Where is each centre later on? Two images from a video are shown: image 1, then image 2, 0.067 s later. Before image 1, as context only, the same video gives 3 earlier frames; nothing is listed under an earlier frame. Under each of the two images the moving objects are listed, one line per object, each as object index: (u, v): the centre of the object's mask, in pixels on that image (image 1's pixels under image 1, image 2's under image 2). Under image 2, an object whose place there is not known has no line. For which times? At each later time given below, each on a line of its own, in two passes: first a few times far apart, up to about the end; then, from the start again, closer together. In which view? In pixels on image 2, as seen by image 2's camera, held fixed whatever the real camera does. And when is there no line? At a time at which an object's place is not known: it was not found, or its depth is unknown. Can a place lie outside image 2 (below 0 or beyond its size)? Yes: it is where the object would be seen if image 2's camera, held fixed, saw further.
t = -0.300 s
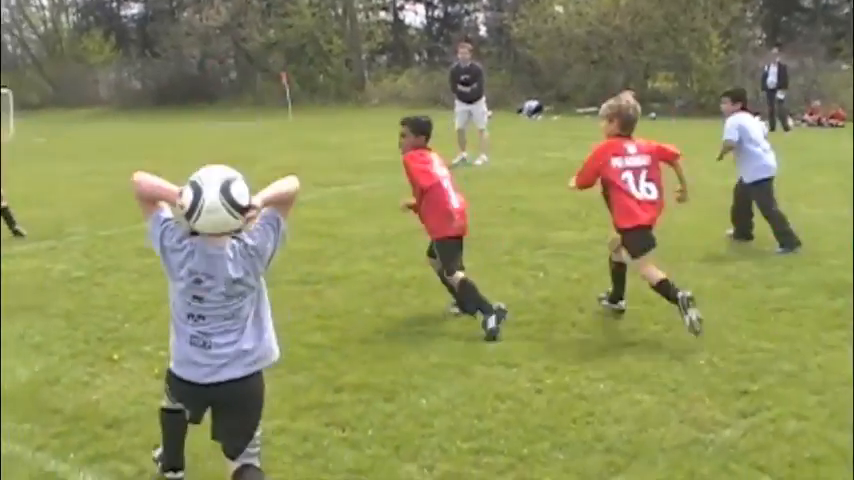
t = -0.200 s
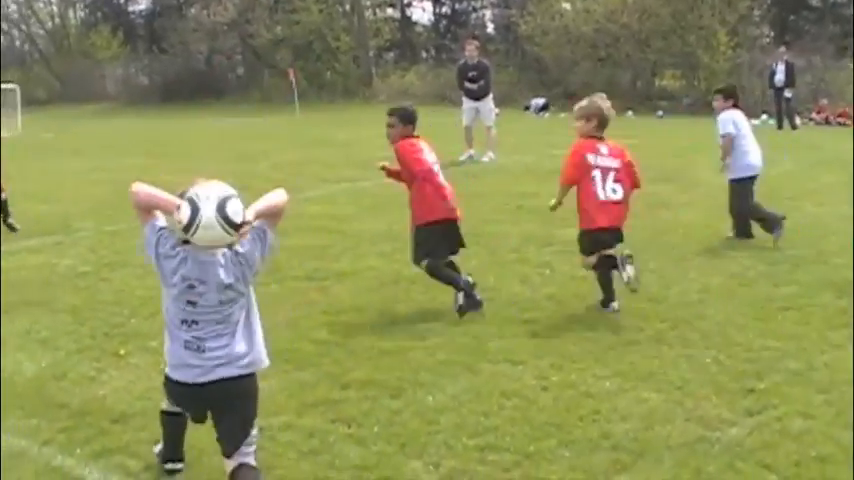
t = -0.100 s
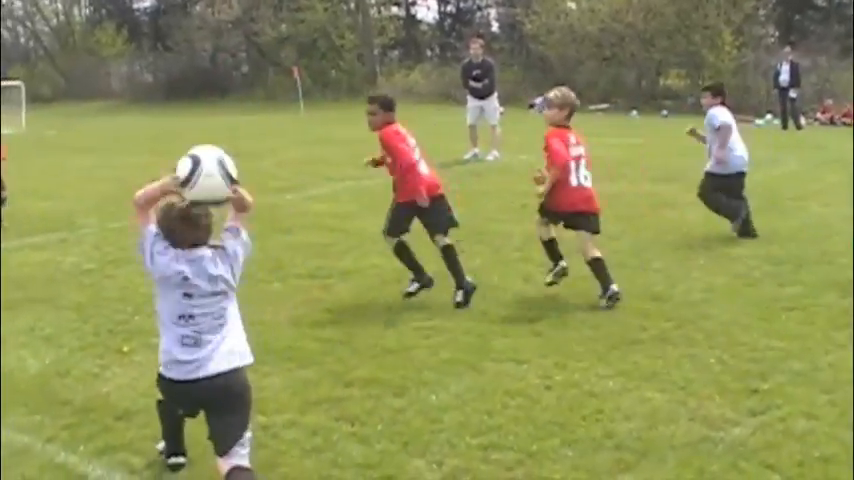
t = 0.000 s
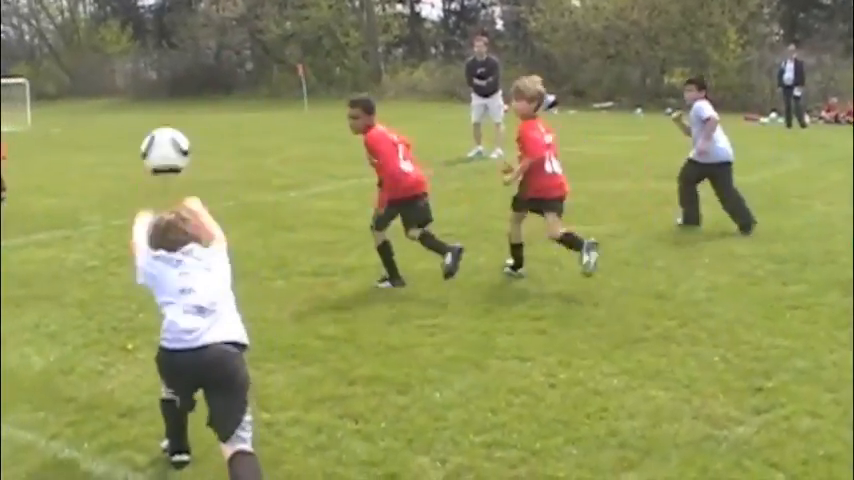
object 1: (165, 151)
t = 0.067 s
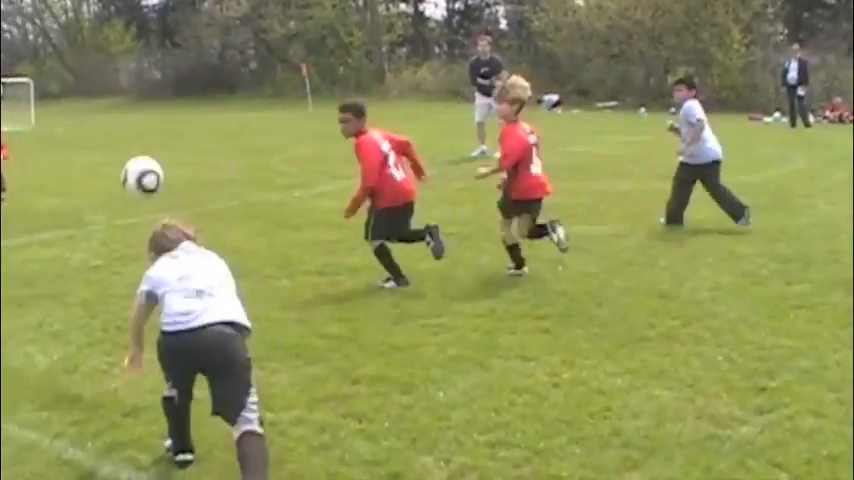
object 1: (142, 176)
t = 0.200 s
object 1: (108, 231)
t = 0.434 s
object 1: (78, 202)
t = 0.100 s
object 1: (132, 190)
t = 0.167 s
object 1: (115, 218)
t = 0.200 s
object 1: (108, 231)
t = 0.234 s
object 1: (102, 246)
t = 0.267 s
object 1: (98, 261)
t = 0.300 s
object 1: (94, 261)
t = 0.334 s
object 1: (90, 243)
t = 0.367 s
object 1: (86, 226)
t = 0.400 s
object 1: (82, 213)
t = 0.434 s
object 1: (78, 202)
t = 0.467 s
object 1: (75, 191)
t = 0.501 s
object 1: (72, 183)
